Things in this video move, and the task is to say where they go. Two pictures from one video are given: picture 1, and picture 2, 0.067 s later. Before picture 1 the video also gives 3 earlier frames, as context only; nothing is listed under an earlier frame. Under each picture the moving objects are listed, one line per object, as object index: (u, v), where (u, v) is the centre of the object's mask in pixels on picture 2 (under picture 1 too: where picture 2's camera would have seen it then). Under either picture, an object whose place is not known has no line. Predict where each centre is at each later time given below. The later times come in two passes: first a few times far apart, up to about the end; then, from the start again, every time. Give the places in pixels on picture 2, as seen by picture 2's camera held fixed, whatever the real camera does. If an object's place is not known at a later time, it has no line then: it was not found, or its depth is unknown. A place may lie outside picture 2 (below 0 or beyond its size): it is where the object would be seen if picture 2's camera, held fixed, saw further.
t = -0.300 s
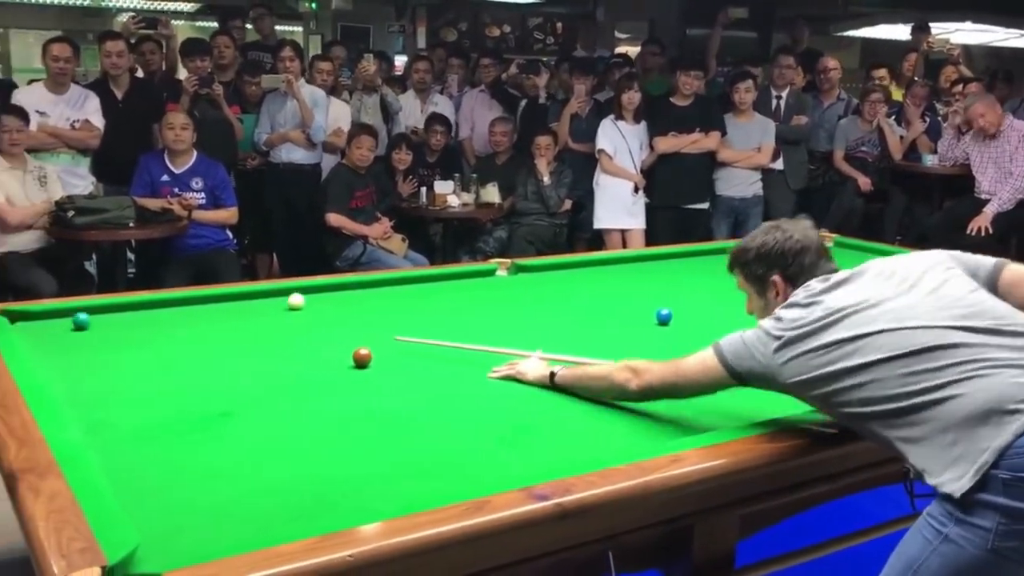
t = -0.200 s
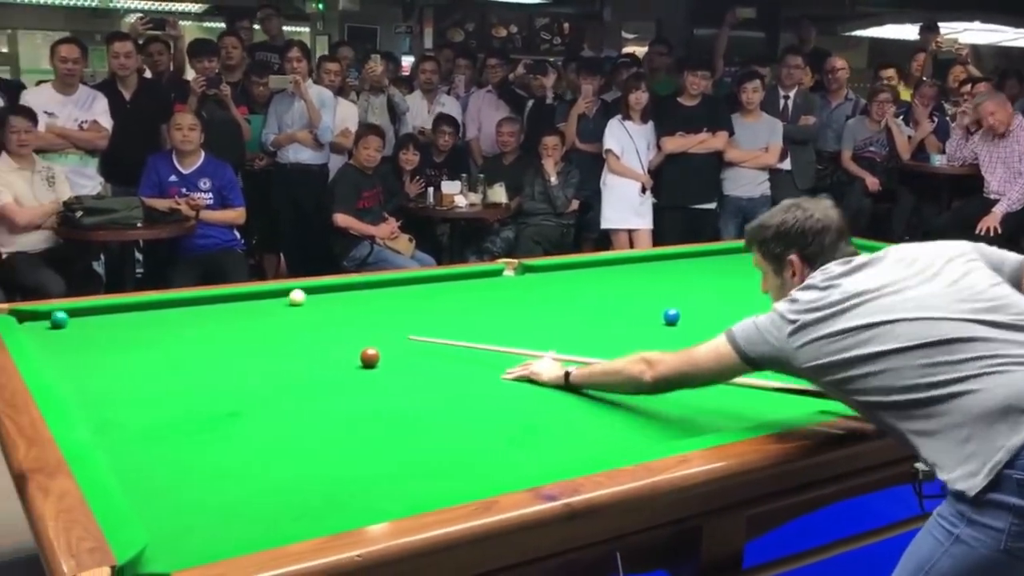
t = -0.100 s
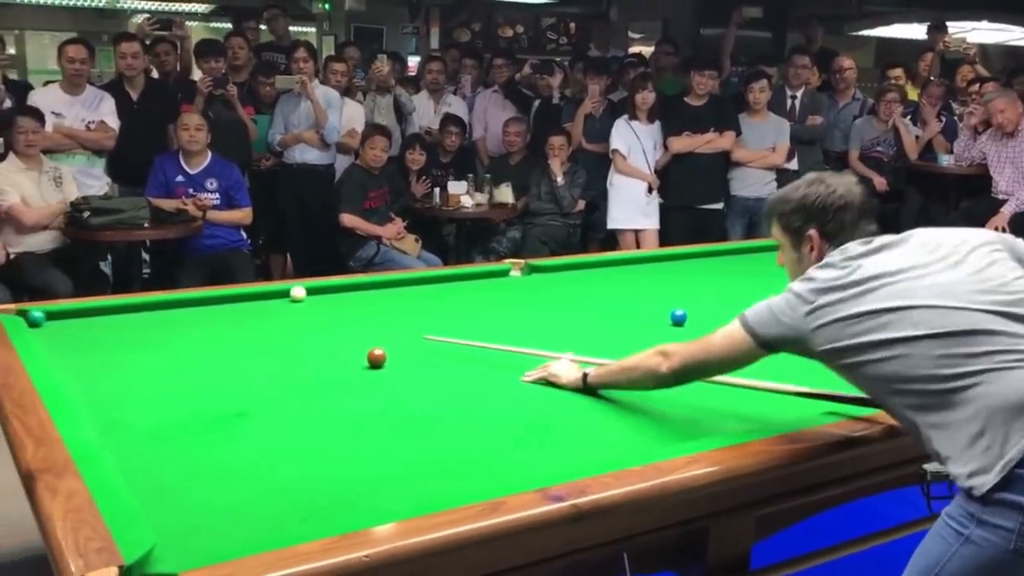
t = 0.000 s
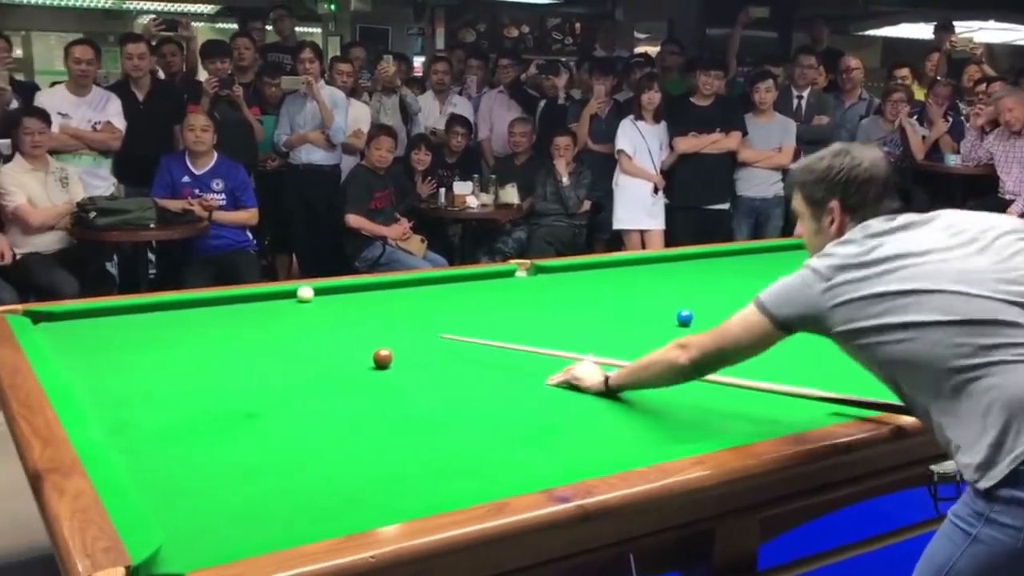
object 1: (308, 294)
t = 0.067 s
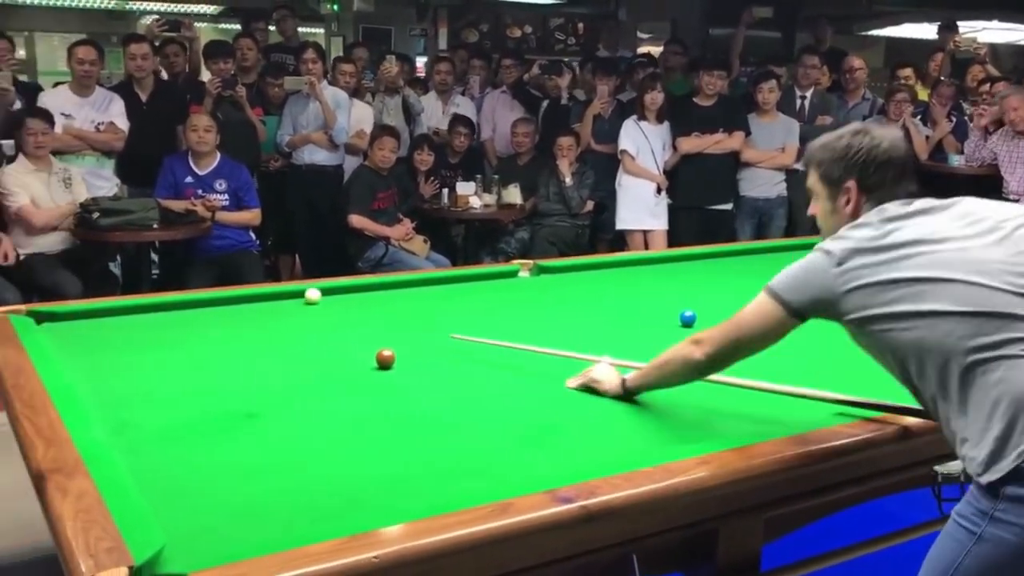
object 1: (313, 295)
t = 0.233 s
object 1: (323, 300)
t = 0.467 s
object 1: (339, 306)
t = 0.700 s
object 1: (355, 312)
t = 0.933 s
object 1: (371, 318)
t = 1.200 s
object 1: (388, 325)
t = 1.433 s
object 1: (404, 331)
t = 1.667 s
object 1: (420, 337)
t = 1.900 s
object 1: (435, 343)
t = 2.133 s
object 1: (450, 349)
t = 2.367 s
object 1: (465, 355)
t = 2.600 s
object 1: (480, 360)
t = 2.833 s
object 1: (495, 366)
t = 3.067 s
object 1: (508, 371)
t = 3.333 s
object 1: (524, 377)
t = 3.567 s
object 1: (535, 381)
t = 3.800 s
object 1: (547, 385)
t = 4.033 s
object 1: (558, 389)
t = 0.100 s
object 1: (314, 296)
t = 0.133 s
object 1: (317, 297)
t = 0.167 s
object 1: (319, 298)
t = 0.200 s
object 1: (321, 299)
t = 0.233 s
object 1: (323, 300)
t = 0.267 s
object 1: (326, 301)
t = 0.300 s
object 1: (328, 302)
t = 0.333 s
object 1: (330, 303)
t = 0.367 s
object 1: (333, 303)
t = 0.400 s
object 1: (335, 304)
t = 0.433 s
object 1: (337, 305)
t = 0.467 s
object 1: (339, 306)
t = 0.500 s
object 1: (341, 307)
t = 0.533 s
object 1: (344, 308)
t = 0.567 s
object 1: (346, 309)
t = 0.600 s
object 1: (348, 309)
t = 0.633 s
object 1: (351, 311)
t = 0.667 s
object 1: (353, 311)
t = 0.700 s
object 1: (355, 312)
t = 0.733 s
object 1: (357, 313)
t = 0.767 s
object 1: (359, 314)
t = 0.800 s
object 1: (361, 315)
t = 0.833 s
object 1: (364, 315)
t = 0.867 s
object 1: (366, 316)
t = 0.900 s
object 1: (368, 317)
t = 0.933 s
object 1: (371, 318)
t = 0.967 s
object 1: (373, 319)
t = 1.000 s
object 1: (375, 320)
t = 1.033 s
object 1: (377, 321)
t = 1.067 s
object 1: (379, 321)
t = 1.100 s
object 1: (382, 322)
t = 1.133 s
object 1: (384, 323)
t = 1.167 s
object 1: (386, 324)
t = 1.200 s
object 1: (388, 325)
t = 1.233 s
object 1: (391, 326)
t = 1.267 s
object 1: (393, 327)
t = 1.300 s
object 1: (395, 328)
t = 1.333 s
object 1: (398, 328)
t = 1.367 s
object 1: (400, 329)
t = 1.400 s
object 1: (402, 330)
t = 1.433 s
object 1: (404, 331)
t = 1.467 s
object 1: (406, 332)
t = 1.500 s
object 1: (408, 333)
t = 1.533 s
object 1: (411, 333)
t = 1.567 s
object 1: (413, 334)
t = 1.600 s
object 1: (415, 335)
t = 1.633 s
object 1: (417, 336)
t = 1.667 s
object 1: (420, 337)
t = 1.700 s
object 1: (421, 338)
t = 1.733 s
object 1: (424, 339)
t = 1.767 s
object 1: (426, 339)
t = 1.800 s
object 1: (428, 340)
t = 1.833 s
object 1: (430, 341)
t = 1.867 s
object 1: (433, 342)
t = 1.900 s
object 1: (435, 343)
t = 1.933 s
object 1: (437, 344)
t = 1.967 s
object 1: (439, 345)
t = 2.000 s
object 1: (441, 346)
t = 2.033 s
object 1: (444, 346)
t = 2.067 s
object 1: (445, 347)
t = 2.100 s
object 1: (448, 348)
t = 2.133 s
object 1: (450, 349)
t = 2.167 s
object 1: (452, 349)
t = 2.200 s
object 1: (454, 351)
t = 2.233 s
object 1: (456, 352)
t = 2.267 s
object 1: (459, 352)
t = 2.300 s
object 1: (461, 353)
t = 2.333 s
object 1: (463, 354)
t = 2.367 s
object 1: (465, 355)
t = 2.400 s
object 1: (467, 355)
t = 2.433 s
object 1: (469, 356)
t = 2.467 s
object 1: (471, 357)
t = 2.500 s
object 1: (473, 358)
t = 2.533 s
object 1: (476, 359)
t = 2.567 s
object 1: (478, 359)
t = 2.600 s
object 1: (480, 360)
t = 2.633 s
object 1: (482, 361)
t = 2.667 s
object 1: (484, 362)
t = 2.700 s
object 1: (486, 362)
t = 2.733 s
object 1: (488, 363)
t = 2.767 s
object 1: (490, 364)
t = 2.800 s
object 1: (492, 365)
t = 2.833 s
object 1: (495, 366)
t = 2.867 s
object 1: (496, 366)
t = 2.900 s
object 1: (499, 367)
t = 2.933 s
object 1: (501, 368)
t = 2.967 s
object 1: (502, 368)
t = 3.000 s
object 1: (504, 369)
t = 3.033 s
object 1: (506, 370)
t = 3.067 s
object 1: (508, 371)
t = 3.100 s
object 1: (510, 372)
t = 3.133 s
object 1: (513, 372)
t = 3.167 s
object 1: (514, 373)
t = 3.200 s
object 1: (517, 374)
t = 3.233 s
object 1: (518, 374)
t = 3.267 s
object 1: (520, 375)
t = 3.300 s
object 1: (522, 376)
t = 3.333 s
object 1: (524, 377)
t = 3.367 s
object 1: (525, 377)
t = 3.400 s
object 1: (526, 378)
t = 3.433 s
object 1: (528, 378)
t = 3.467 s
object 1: (531, 379)
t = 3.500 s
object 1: (532, 380)
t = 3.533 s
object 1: (534, 380)
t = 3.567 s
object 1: (535, 381)
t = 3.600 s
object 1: (537, 381)
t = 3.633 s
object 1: (539, 382)
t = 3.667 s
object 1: (540, 383)
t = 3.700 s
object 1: (542, 383)
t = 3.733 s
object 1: (543, 384)
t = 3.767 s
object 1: (545, 384)
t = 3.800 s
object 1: (547, 385)
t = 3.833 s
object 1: (548, 386)
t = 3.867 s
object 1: (550, 386)
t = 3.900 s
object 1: (552, 387)
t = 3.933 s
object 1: (554, 388)
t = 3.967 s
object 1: (555, 388)
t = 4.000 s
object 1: (556, 389)
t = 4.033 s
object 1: (558, 389)
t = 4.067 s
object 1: (559, 390)
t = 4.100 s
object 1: (561, 391)
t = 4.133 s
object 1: (562, 392)
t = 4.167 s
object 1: (564, 392)
